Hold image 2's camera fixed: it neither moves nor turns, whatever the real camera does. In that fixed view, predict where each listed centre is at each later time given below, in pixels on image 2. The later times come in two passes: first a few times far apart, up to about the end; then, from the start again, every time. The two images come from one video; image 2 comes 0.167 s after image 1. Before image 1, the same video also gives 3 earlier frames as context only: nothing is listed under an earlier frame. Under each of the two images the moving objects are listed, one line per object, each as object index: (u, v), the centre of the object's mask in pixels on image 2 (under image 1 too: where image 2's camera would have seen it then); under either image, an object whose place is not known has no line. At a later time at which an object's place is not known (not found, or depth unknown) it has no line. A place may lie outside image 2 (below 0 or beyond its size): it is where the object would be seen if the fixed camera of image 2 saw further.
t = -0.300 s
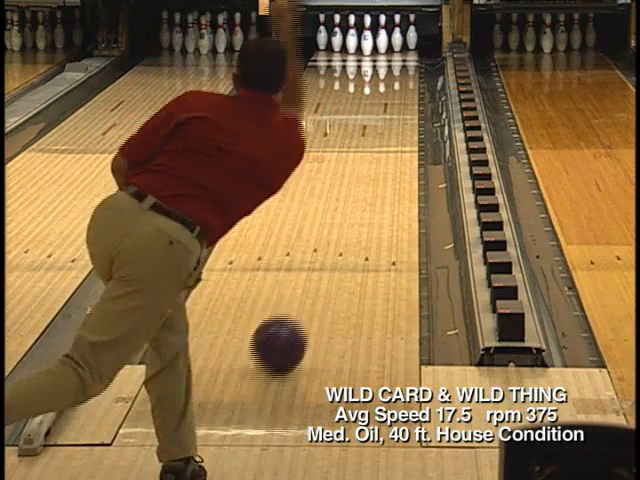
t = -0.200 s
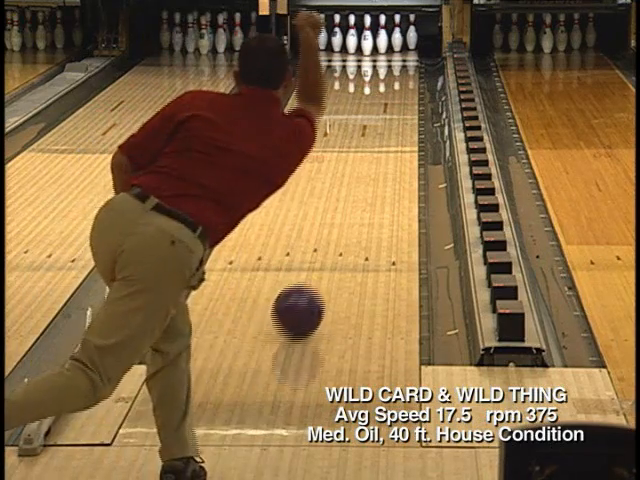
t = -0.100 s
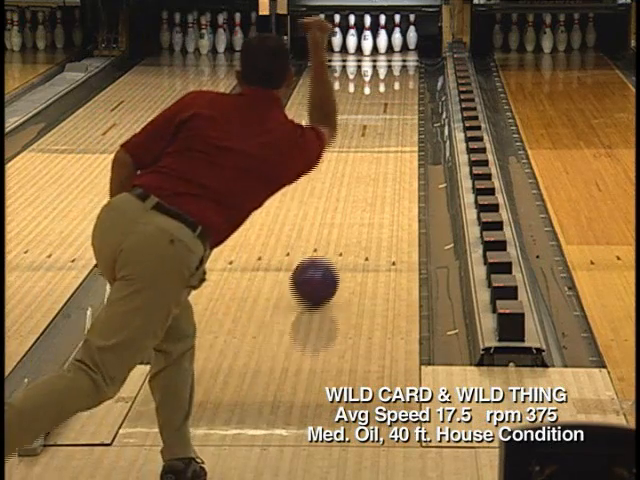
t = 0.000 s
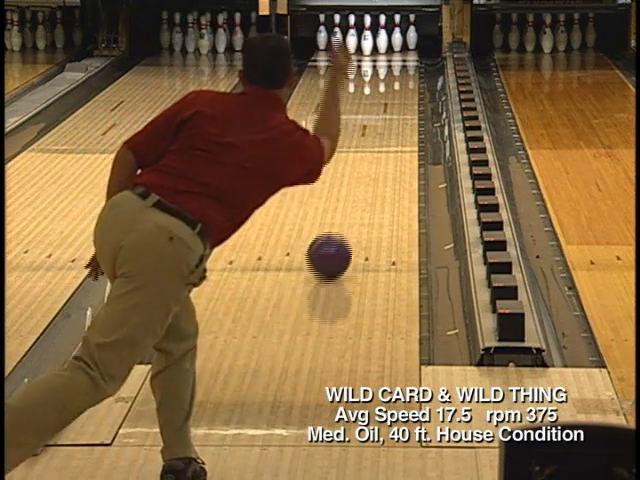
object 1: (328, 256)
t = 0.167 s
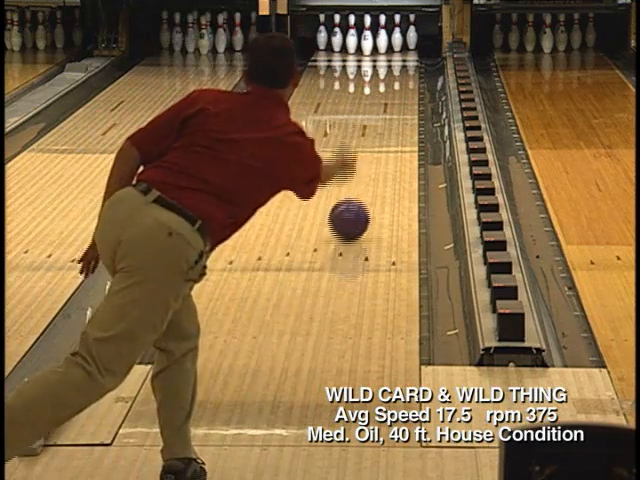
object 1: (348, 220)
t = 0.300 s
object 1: (362, 195)
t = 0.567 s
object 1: (383, 153)
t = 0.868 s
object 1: (398, 118)
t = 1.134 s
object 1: (404, 93)
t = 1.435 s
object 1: (401, 72)
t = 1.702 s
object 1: (389, 57)
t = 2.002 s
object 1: (372, 44)
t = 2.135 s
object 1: (364, 41)
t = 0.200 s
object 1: (352, 213)
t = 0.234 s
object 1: (357, 206)
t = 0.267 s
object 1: (359, 200)
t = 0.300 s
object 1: (362, 195)
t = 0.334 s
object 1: (365, 189)
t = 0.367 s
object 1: (368, 183)
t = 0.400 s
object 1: (370, 178)
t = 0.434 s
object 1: (373, 172)
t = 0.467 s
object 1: (376, 167)
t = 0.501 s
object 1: (378, 162)
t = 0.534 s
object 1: (381, 157)
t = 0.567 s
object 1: (383, 153)
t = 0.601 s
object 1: (385, 149)
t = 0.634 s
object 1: (387, 145)
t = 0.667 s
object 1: (389, 140)
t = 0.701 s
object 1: (391, 136)
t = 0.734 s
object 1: (392, 133)
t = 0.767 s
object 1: (394, 129)
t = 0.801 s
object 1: (396, 125)
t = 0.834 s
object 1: (397, 121)
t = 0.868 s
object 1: (398, 118)
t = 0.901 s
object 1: (400, 114)
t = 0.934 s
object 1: (401, 111)
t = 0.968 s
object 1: (401, 108)
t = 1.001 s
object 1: (402, 105)
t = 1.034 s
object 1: (403, 102)
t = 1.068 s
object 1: (403, 99)
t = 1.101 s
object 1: (403, 96)
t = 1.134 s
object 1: (404, 93)
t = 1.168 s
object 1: (404, 91)
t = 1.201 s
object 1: (404, 89)
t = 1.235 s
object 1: (404, 86)
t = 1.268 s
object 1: (404, 83)
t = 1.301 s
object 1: (404, 81)
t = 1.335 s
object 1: (404, 78)
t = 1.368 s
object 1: (403, 76)
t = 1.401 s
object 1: (402, 74)
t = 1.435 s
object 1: (401, 72)
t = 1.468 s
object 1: (401, 70)
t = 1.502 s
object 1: (399, 68)
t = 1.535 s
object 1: (398, 66)
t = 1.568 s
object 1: (396, 64)
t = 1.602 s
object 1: (394, 63)
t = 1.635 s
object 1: (393, 61)
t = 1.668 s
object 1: (391, 59)
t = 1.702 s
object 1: (389, 57)
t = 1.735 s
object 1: (387, 55)
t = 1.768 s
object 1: (385, 54)
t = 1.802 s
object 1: (383, 53)
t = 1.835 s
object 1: (381, 52)
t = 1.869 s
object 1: (378, 50)
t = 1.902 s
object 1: (376, 48)
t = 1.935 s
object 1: (374, 46)
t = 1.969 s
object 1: (373, 45)
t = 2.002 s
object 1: (372, 44)
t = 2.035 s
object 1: (370, 44)
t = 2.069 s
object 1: (368, 43)
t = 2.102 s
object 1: (367, 42)
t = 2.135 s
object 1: (364, 41)
